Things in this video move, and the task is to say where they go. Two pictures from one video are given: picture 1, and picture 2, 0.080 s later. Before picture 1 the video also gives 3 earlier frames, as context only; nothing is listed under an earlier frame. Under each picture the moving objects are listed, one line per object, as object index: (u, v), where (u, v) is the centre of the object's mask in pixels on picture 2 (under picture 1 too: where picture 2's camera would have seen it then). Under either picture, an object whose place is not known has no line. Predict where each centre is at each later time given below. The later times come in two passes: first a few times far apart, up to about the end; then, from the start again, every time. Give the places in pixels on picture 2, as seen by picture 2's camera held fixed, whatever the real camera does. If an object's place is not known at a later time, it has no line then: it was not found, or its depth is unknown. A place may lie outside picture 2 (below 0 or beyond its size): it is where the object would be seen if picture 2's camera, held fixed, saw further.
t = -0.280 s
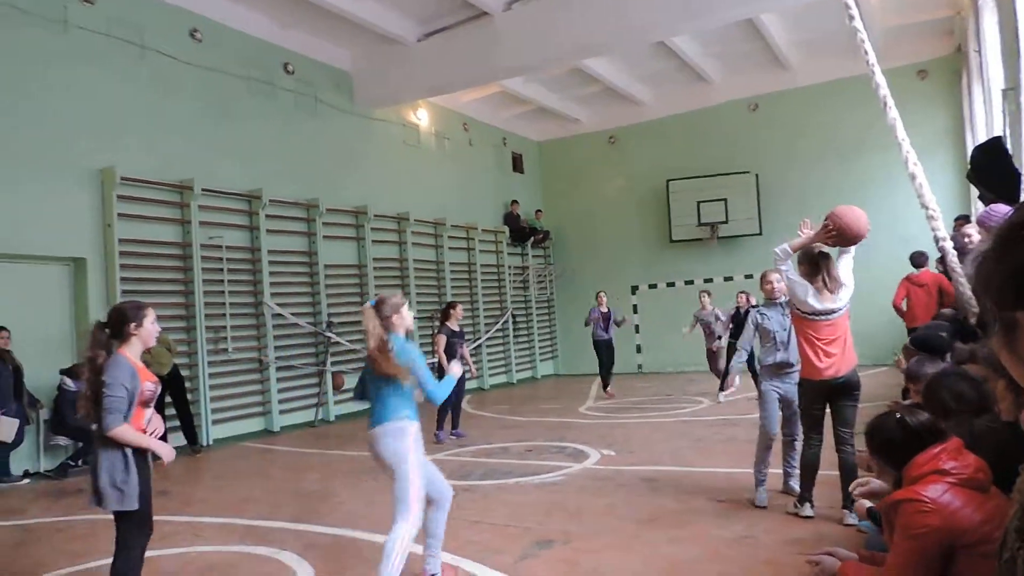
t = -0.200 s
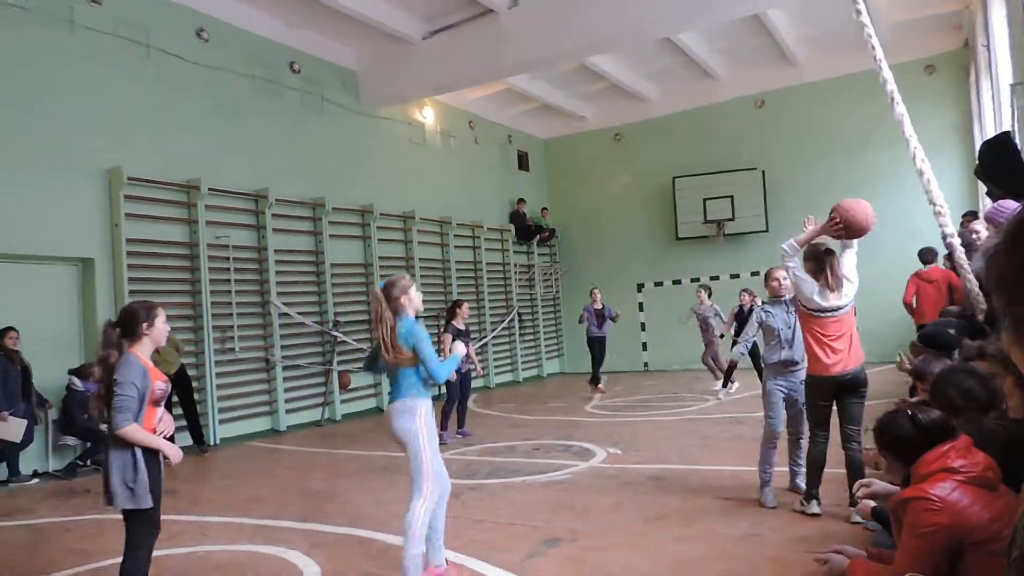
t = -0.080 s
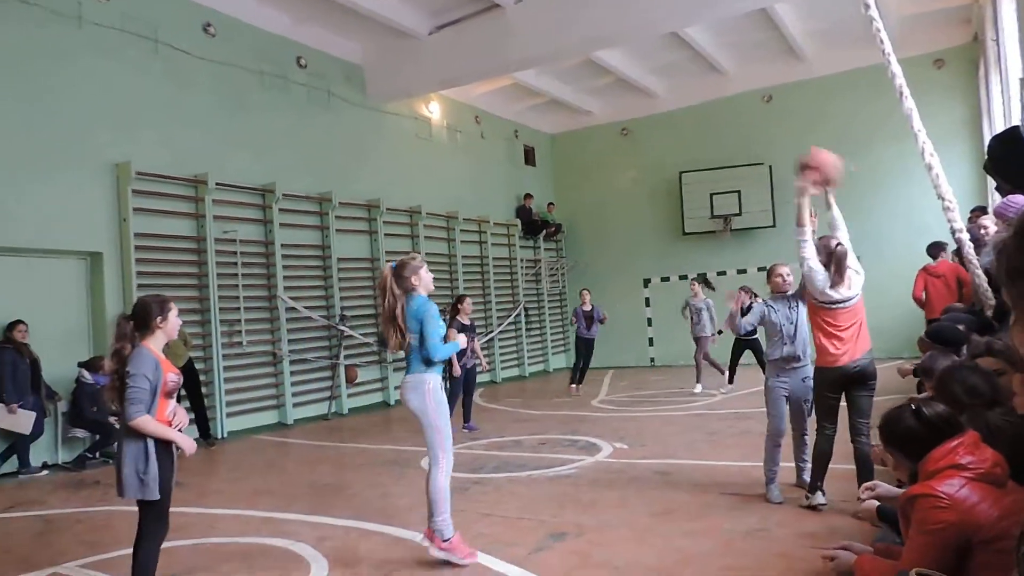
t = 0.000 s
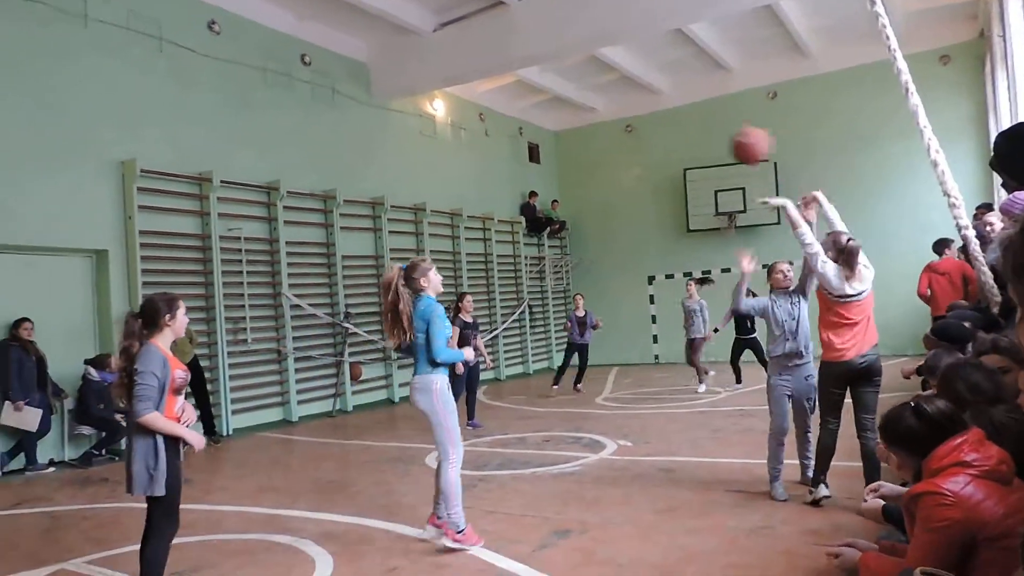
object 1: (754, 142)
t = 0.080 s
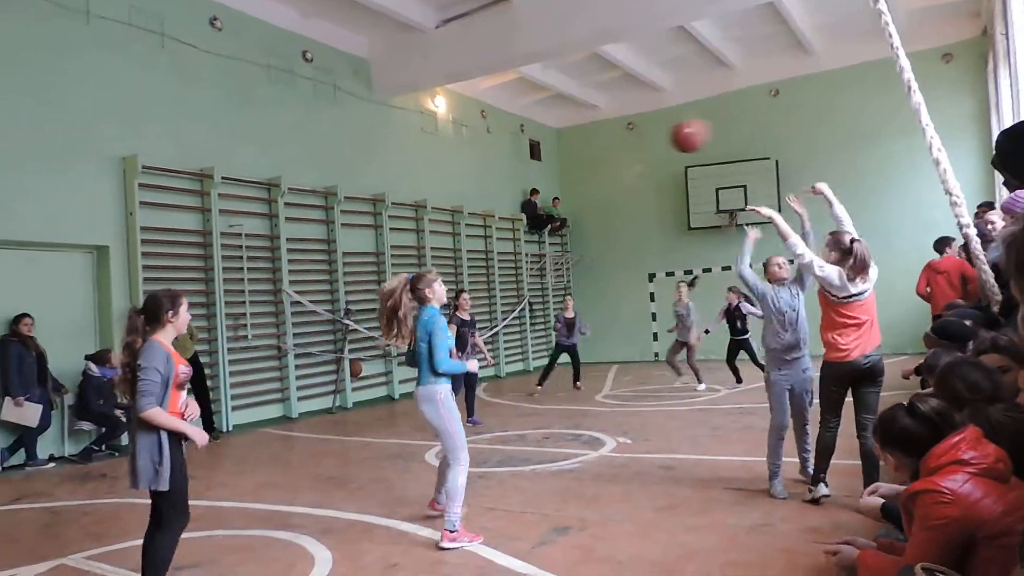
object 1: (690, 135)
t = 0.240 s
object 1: (590, 144)
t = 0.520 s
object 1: (471, 219)
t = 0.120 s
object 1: (661, 135)
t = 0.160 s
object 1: (635, 136)
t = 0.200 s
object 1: (611, 139)
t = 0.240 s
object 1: (590, 144)
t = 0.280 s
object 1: (569, 152)
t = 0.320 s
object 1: (550, 160)
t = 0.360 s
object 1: (532, 169)
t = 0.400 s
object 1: (515, 180)
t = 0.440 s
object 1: (500, 192)
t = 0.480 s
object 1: (484, 205)
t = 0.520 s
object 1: (471, 219)
